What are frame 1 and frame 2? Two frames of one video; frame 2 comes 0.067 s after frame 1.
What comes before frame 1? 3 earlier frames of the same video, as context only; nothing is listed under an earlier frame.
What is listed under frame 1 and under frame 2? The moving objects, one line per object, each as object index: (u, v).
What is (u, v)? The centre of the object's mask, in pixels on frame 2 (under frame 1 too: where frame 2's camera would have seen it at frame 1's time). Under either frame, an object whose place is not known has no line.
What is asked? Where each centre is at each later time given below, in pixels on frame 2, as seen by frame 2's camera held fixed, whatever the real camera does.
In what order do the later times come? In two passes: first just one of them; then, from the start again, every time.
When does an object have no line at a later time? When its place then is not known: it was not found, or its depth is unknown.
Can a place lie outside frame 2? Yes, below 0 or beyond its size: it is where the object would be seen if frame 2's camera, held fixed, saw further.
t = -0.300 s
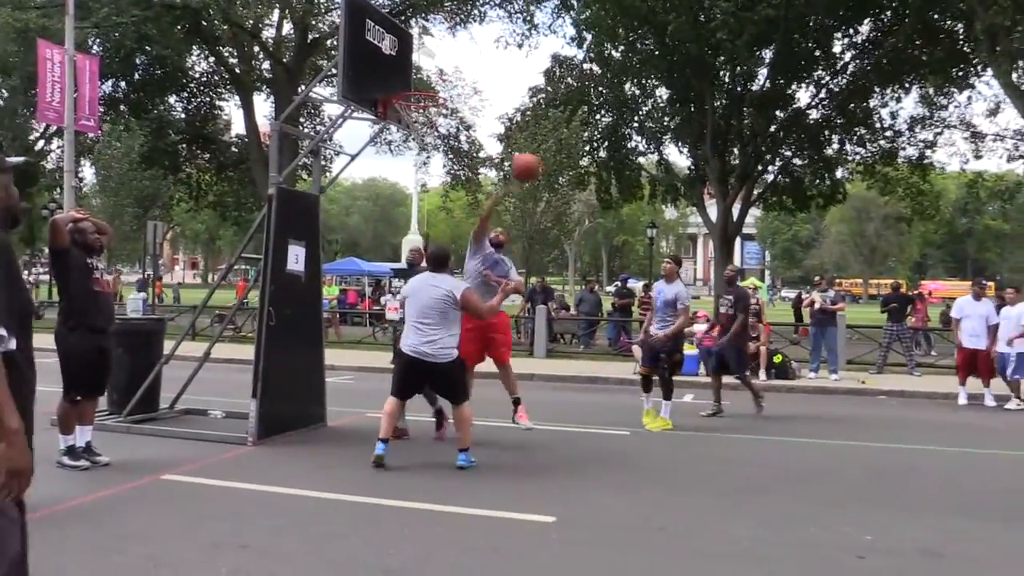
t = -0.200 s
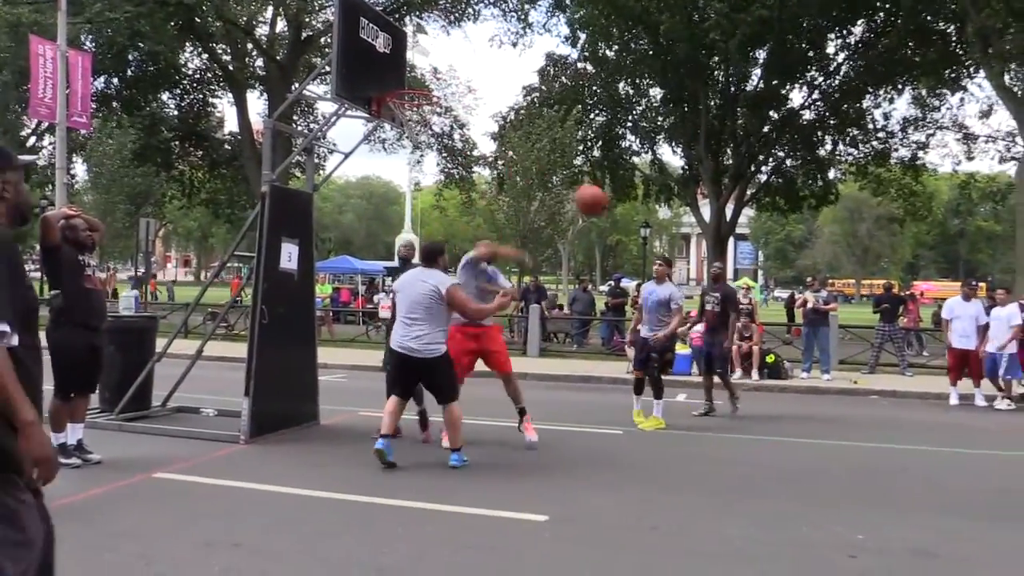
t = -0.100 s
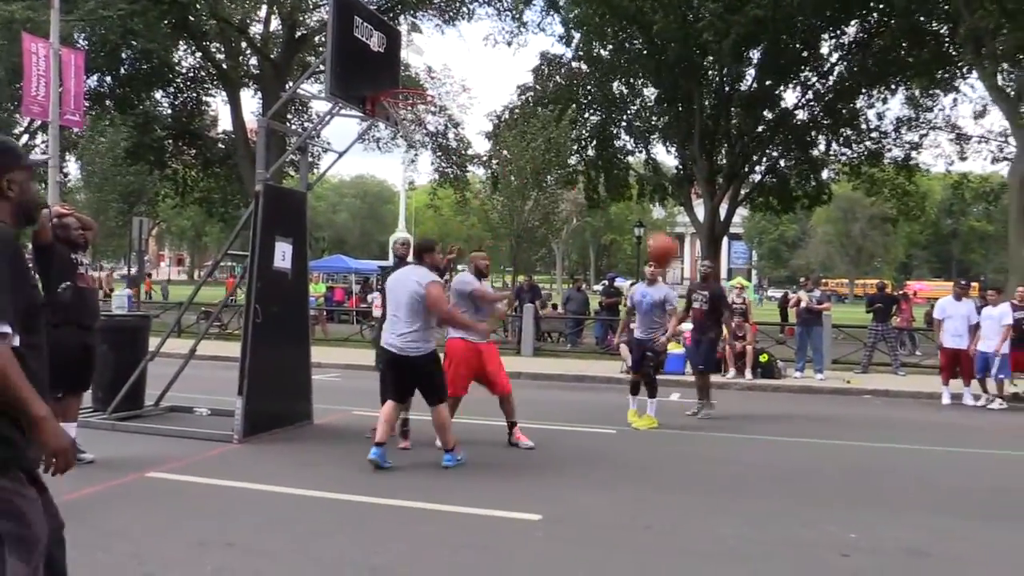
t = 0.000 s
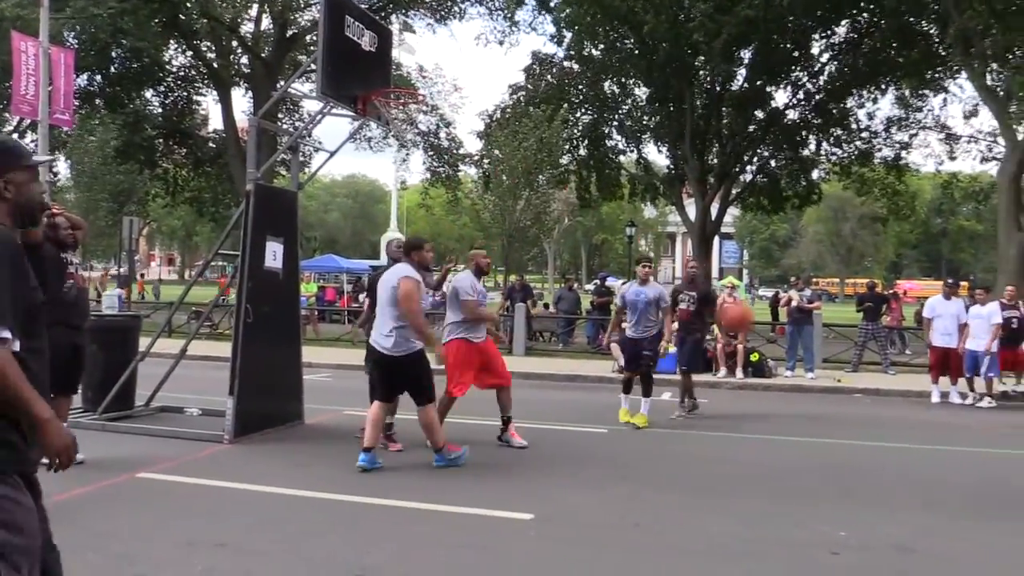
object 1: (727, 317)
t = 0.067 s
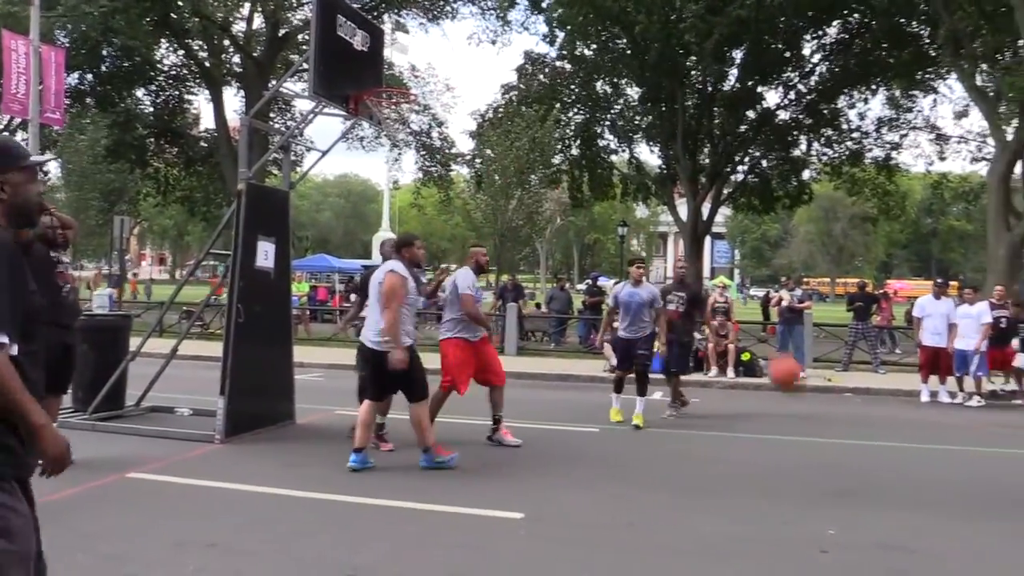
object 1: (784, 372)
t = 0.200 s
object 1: (900, 469)
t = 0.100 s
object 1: (816, 404)
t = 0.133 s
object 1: (847, 439)
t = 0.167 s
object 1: (878, 475)
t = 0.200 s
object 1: (900, 469)
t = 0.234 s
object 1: (920, 445)
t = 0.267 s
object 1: (938, 420)
